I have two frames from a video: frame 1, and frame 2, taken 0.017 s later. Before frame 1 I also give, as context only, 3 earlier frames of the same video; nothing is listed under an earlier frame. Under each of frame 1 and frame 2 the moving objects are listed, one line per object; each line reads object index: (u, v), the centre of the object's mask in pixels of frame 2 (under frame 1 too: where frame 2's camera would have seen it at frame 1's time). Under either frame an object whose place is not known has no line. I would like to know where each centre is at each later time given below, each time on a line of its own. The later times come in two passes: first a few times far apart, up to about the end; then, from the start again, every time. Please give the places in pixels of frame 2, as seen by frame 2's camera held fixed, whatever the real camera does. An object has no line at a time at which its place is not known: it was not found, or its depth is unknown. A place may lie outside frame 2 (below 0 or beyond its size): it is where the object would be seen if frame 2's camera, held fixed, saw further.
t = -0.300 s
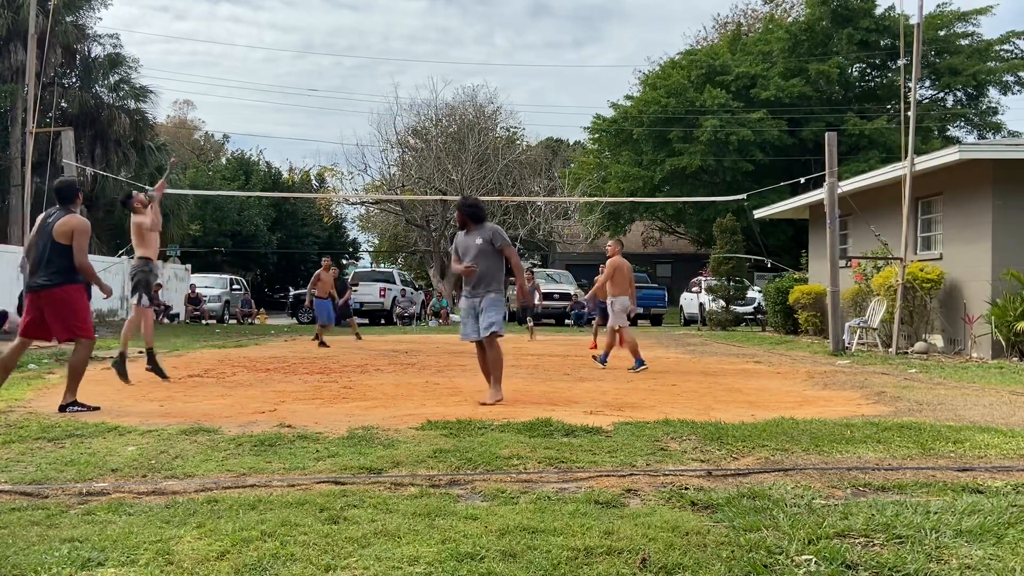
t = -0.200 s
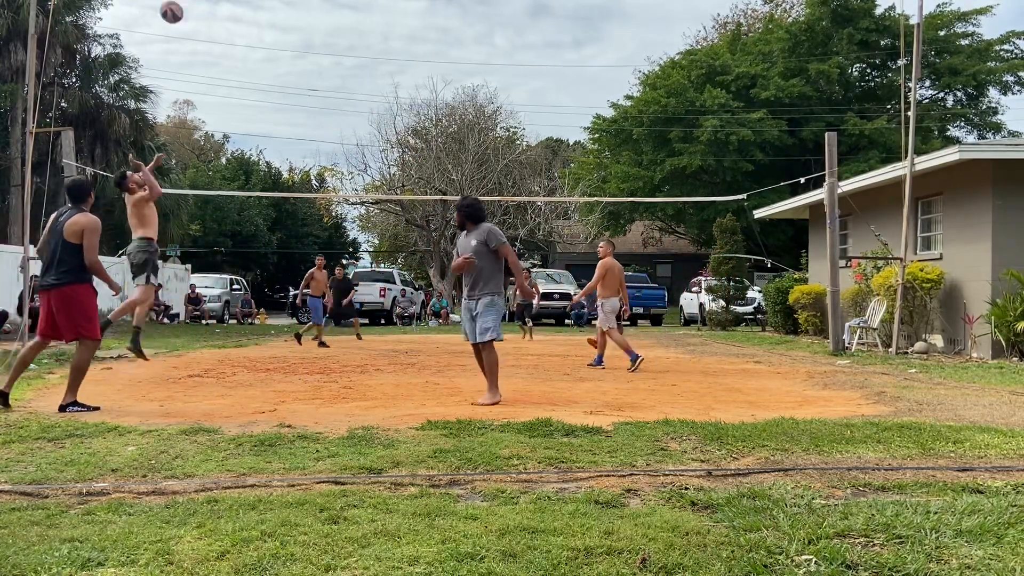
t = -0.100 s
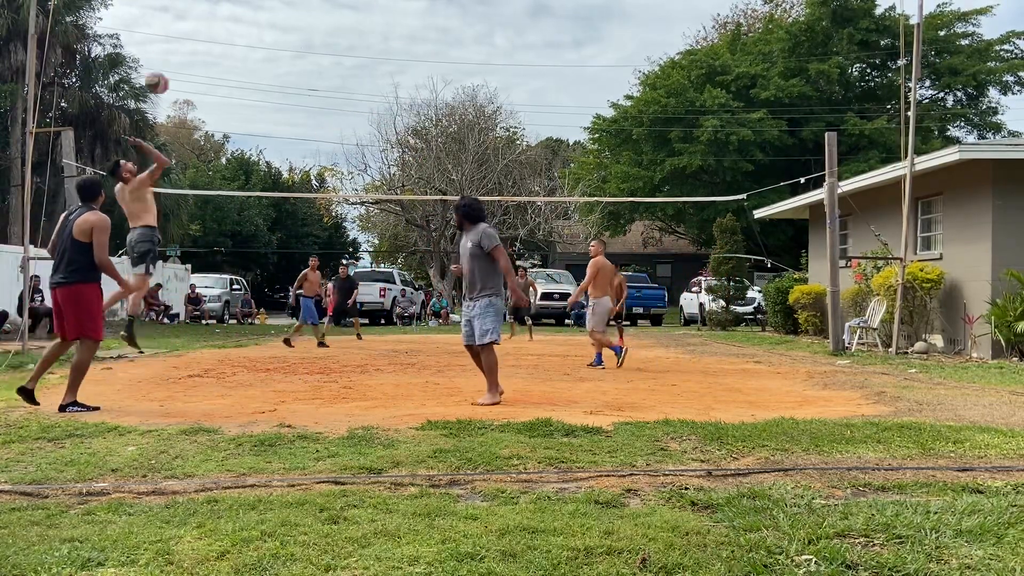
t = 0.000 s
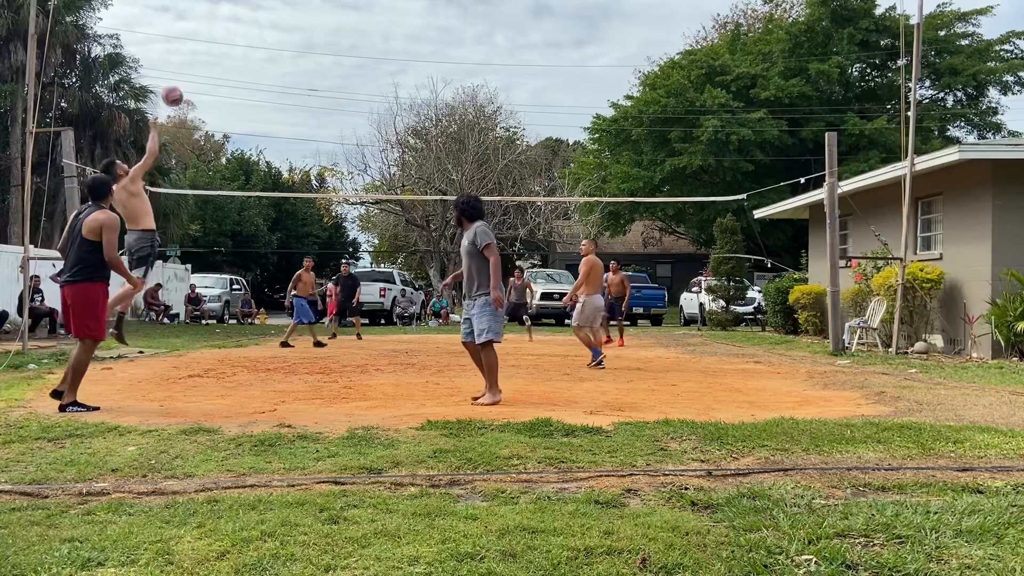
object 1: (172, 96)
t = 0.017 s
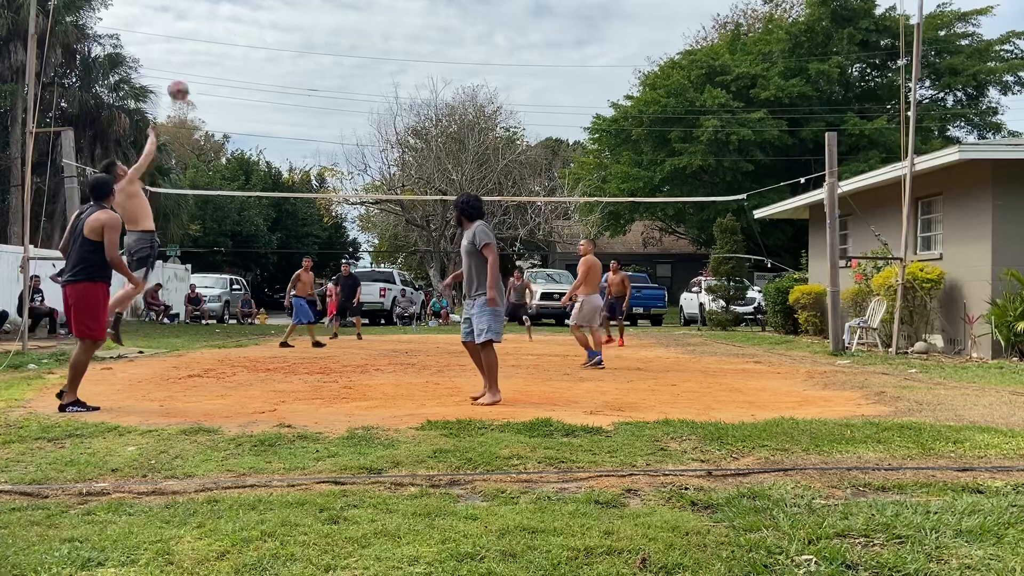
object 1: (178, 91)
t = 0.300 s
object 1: (246, 61)
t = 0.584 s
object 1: (282, 96)
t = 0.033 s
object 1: (184, 86)
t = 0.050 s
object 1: (189, 82)
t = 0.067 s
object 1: (194, 78)
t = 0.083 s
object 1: (199, 74)
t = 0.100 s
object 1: (204, 71)
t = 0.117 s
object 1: (208, 69)
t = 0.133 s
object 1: (212, 66)
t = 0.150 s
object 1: (216, 65)
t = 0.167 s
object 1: (220, 63)
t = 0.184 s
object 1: (224, 62)
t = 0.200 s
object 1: (227, 61)
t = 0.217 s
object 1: (231, 60)
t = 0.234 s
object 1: (234, 60)
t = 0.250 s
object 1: (238, 60)
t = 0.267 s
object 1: (241, 60)
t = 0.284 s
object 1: (244, 61)
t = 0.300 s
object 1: (246, 61)
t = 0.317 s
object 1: (249, 62)
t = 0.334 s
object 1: (252, 63)
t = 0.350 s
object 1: (254, 65)
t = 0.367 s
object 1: (256, 66)
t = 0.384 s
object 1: (259, 67)
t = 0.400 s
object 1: (261, 69)
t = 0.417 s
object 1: (264, 71)
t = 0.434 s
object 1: (266, 73)
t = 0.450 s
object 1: (268, 75)
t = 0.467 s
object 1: (270, 77)
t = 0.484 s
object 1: (271, 80)
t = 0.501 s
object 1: (273, 82)
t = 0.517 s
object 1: (275, 85)
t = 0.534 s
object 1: (277, 88)
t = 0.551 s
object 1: (279, 90)
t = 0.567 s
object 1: (280, 93)
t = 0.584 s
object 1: (282, 96)
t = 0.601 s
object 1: (283, 100)
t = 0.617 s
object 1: (285, 103)
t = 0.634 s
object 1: (286, 106)
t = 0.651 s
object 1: (288, 110)
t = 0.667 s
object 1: (289, 113)
